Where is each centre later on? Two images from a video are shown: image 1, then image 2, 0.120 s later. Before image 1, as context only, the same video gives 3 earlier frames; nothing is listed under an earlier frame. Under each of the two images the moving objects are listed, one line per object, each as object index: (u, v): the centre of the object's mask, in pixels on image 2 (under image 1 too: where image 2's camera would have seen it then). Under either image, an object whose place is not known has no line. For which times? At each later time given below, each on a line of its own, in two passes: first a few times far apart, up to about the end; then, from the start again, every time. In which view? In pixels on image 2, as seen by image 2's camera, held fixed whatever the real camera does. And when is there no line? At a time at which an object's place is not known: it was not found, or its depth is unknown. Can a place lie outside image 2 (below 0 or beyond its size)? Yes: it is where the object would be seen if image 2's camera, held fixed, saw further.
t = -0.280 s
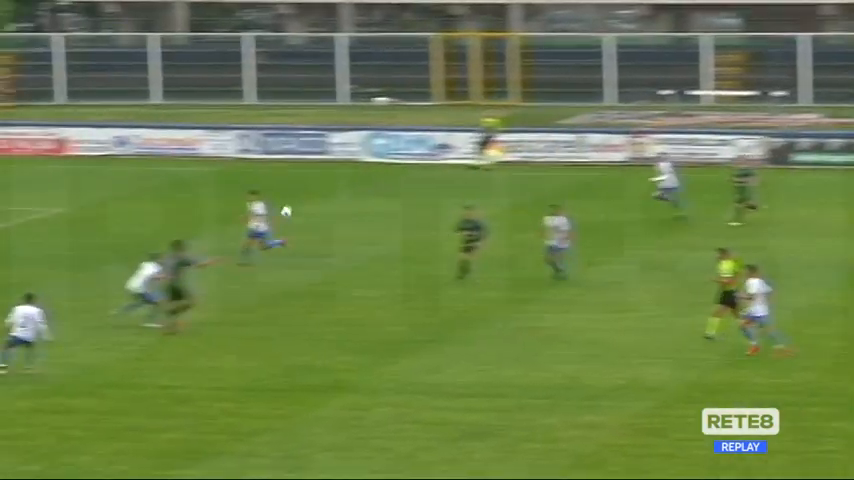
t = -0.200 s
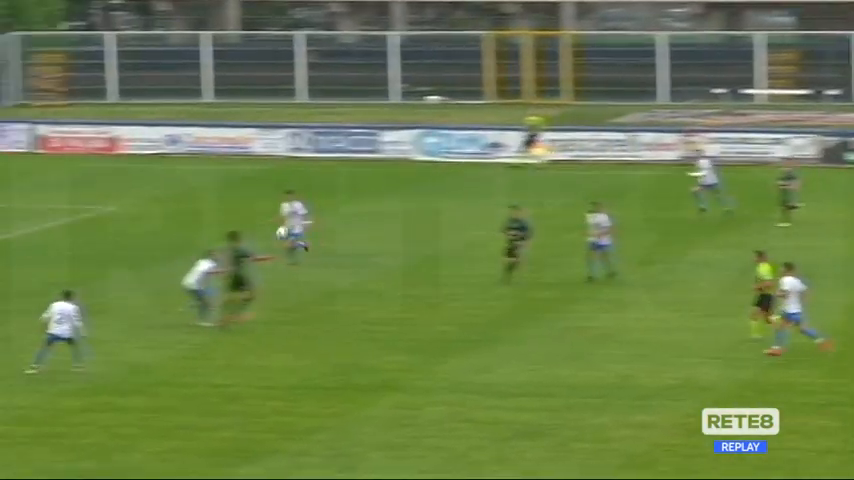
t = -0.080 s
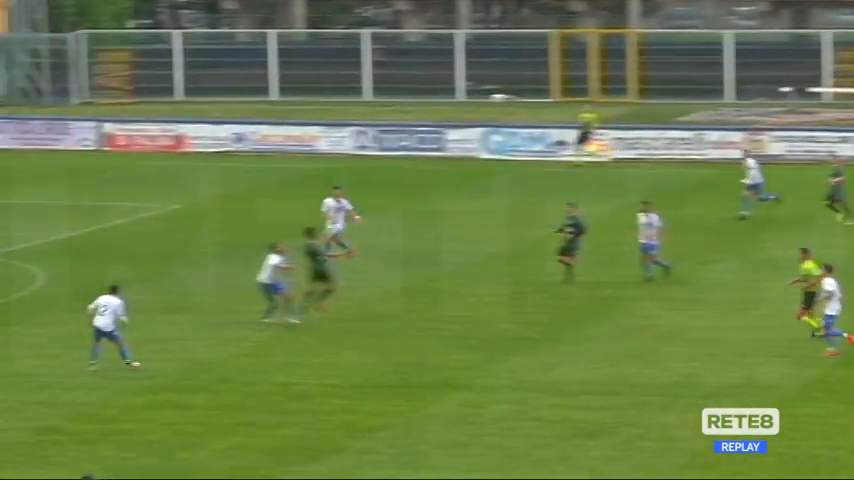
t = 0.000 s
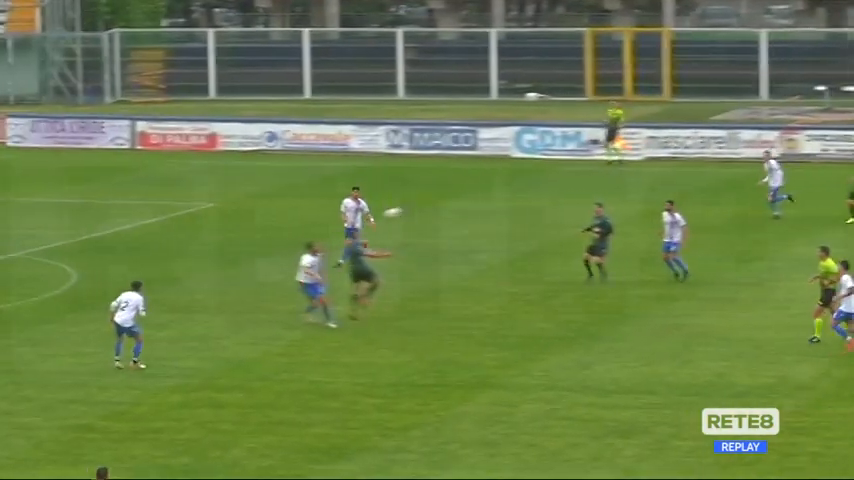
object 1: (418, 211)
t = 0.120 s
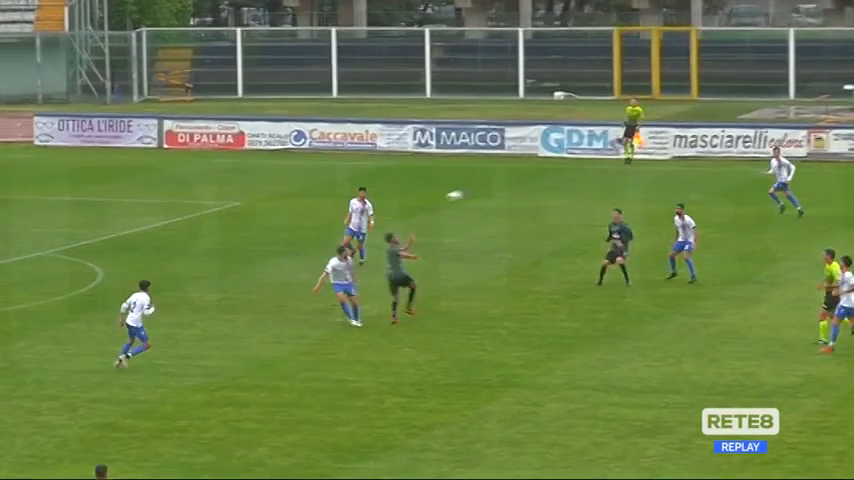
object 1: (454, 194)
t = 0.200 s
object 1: (478, 188)
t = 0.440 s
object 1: (548, 188)
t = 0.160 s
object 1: (466, 191)
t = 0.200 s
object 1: (478, 188)
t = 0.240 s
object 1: (490, 186)
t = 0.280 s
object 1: (501, 185)
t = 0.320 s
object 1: (513, 184)
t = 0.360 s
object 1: (525, 184)
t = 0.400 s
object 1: (537, 186)
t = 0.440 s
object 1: (548, 188)
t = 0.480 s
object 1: (560, 191)
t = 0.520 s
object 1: (572, 194)
